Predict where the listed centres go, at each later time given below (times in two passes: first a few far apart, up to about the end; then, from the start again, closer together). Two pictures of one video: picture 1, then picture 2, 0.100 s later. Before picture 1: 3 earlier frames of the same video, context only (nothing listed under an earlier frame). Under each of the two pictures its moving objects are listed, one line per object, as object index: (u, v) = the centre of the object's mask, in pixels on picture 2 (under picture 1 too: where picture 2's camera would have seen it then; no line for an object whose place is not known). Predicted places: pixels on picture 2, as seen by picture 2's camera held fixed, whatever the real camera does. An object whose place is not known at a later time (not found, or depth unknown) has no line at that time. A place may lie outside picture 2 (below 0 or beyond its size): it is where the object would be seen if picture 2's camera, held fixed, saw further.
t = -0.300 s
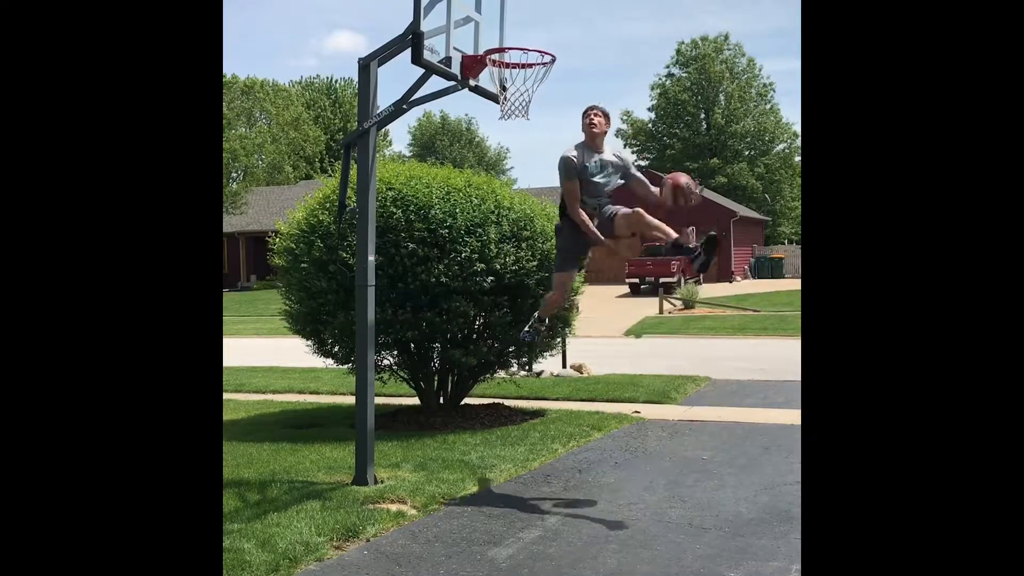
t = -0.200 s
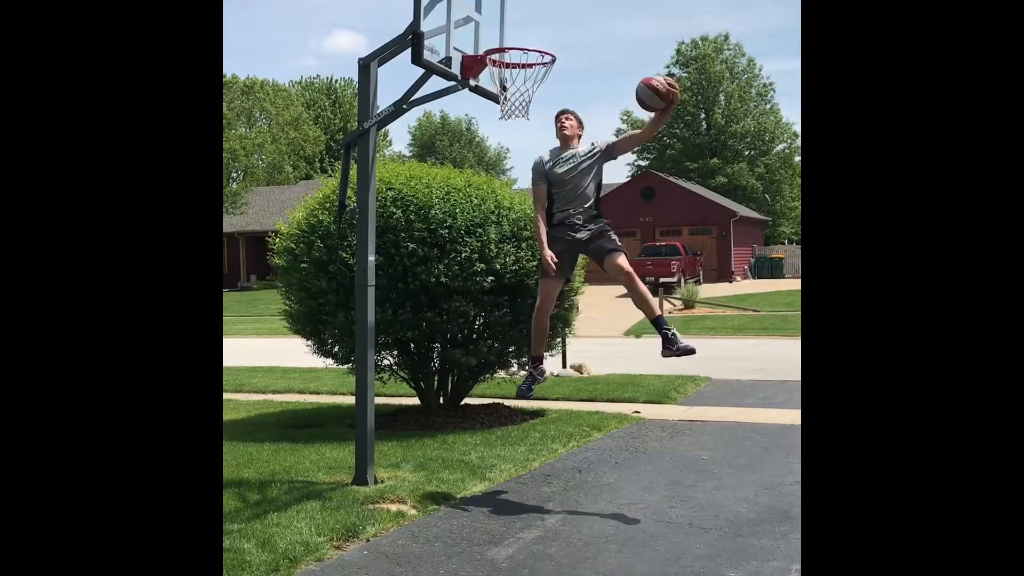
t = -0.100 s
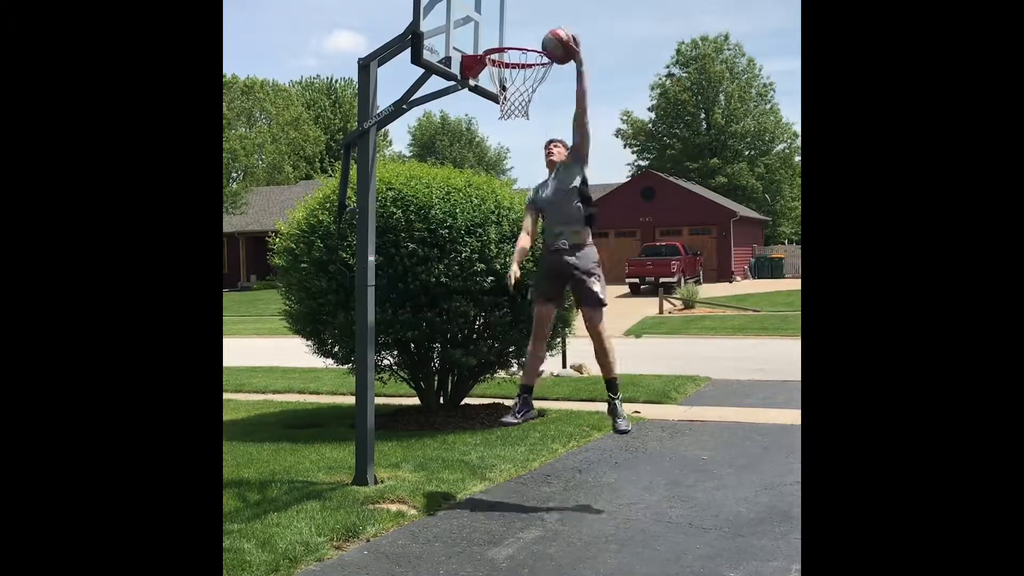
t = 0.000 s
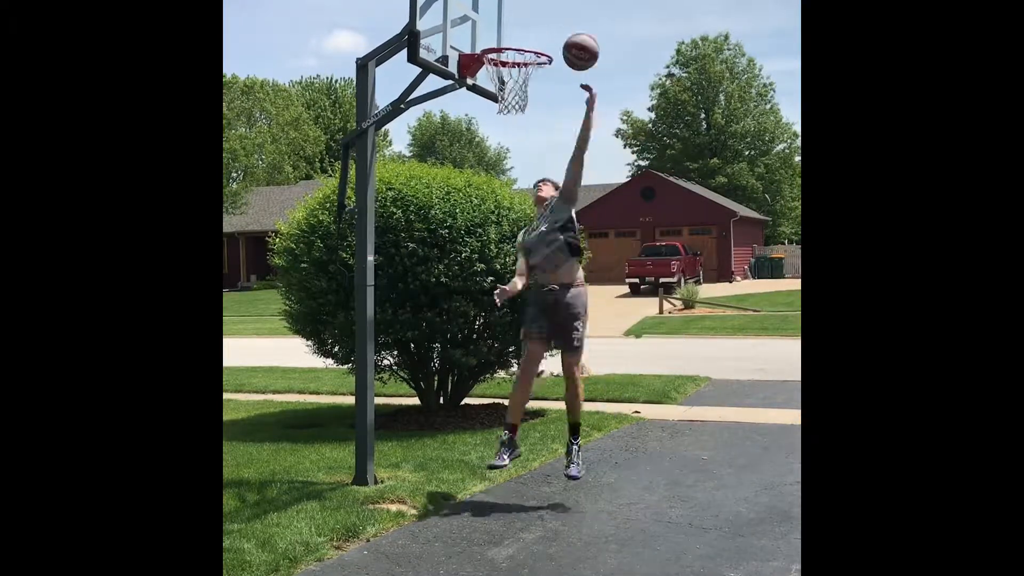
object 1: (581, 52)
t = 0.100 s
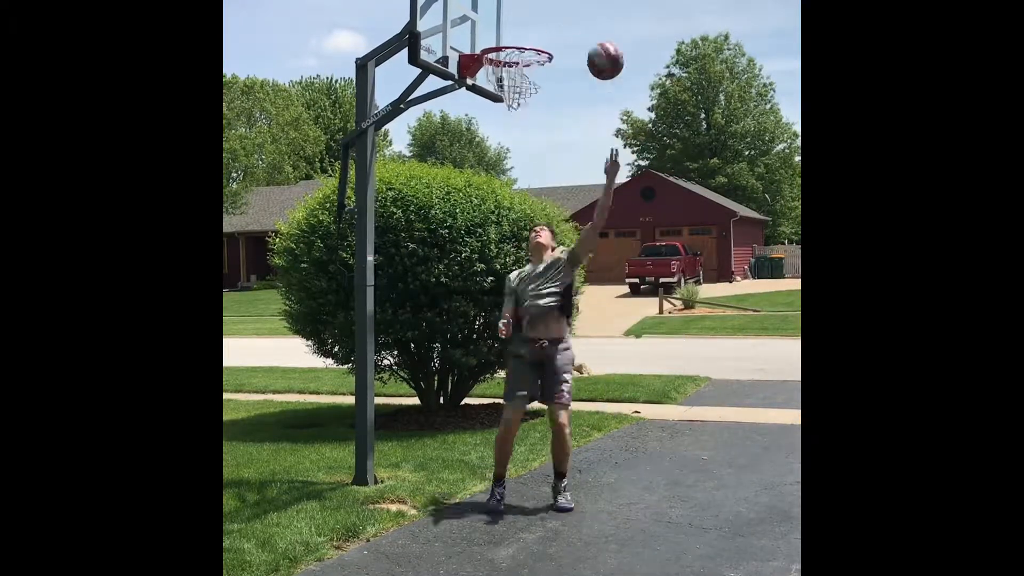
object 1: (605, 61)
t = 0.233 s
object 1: (639, 97)
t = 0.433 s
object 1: (691, 200)
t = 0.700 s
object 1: (755, 442)
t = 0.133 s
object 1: (614, 68)
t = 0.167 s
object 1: (622, 76)
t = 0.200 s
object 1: (631, 85)
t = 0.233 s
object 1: (639, 97)
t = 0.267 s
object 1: (648, 110)
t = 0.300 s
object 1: (656, 125)
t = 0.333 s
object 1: (665, 141)
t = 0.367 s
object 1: (675, 158)
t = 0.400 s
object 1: (681, 179)
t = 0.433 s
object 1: (691, 200)
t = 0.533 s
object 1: (715, 279)
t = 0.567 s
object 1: (722, 309)
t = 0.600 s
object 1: (731, 339)
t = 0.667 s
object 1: (747, 407)
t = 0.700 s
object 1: (755, 442)
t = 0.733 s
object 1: (764, 481)
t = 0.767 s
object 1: (774, 490)
